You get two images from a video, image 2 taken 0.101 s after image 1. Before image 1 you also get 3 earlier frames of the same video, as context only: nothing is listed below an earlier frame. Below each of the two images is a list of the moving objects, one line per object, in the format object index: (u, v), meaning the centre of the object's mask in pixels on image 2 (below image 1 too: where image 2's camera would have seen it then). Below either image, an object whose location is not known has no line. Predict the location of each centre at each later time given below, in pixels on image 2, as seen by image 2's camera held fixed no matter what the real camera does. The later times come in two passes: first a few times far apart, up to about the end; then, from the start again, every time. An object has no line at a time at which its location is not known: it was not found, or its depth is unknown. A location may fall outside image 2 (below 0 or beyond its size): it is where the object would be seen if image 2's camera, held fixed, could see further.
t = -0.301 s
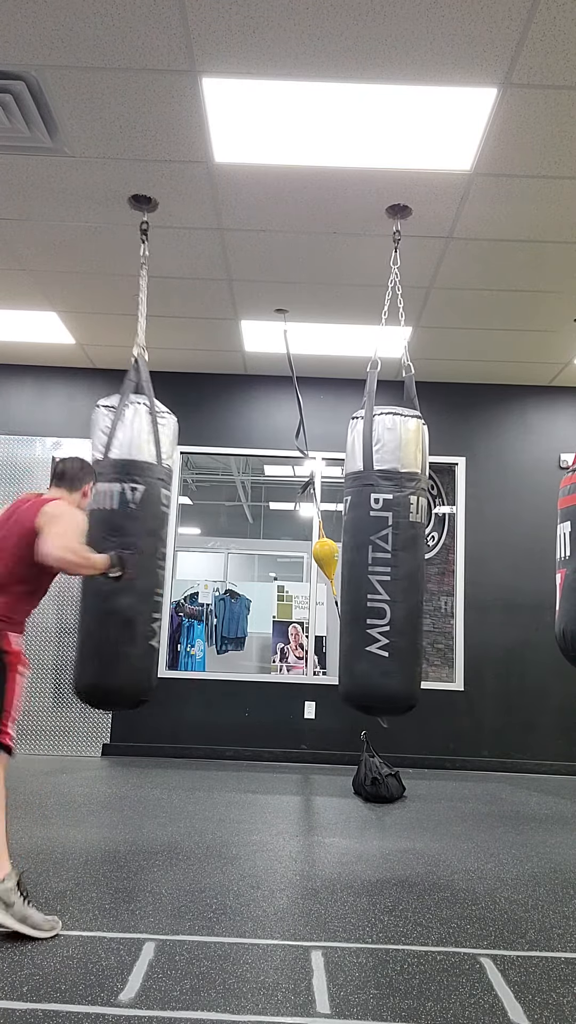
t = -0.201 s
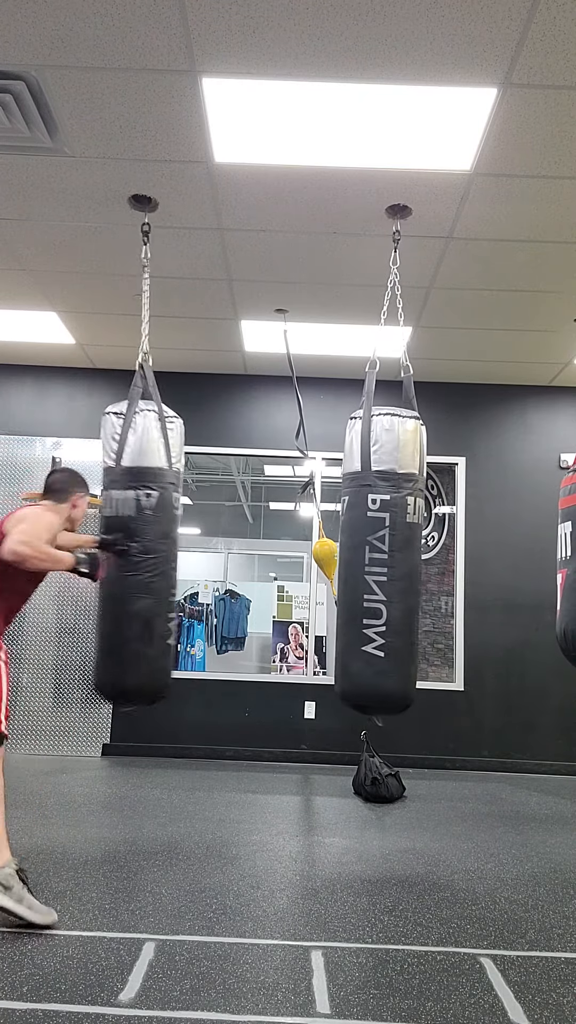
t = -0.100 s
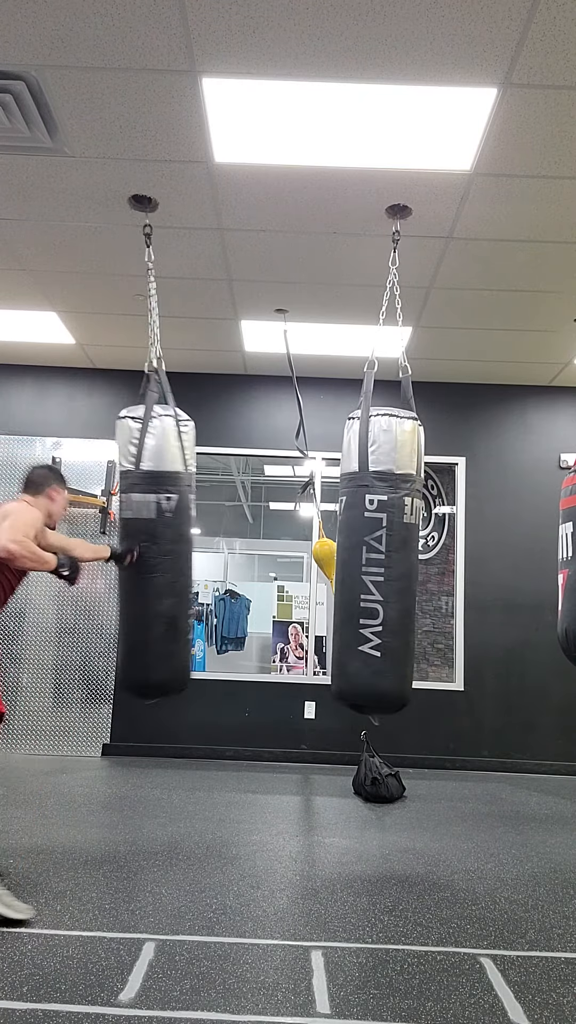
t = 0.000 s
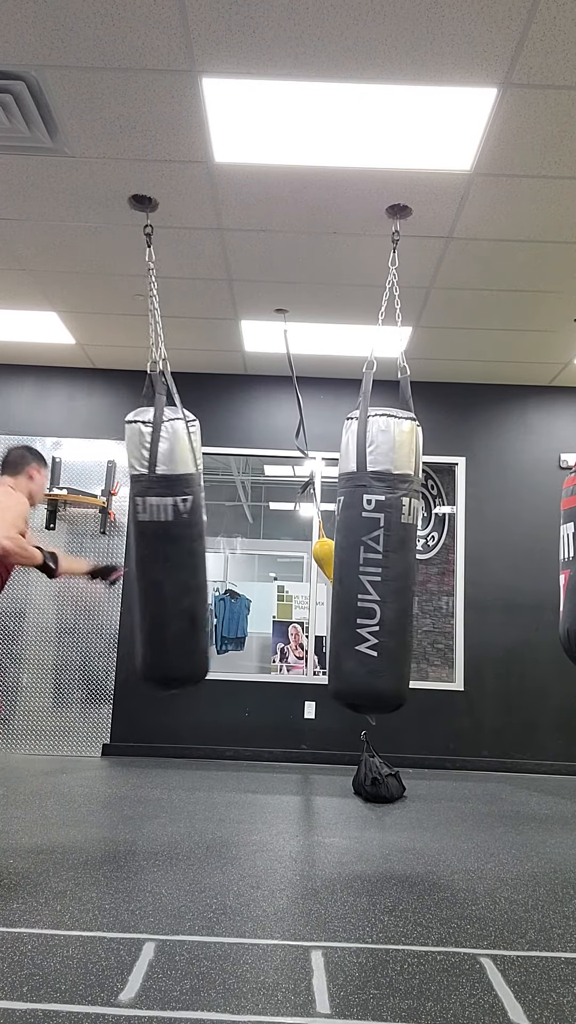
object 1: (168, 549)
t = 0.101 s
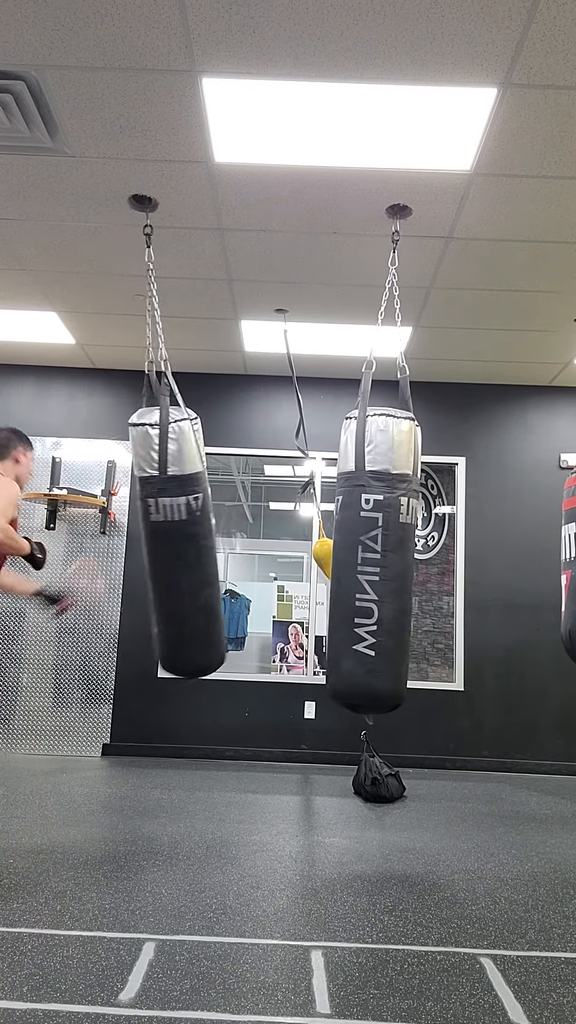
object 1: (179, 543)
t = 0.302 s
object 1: (194, 536)
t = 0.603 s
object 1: (193, 534)
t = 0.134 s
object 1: (182, 541)
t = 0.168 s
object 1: (185, 540)
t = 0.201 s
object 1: (187, 538)
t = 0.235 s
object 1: (190, 537)
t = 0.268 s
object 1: (192, 537)
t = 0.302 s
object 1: (194, 536)
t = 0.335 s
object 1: (196, 535)
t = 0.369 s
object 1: (197, 535)
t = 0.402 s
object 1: (197, 534)
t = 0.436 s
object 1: (197, 534)
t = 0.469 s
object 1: (196, 534)
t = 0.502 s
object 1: (196, 534)
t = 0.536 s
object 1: (195, 533)
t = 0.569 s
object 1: (194, 533)
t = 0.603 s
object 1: (193, 534)
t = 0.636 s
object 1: (191, 535)
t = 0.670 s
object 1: (190, 538)
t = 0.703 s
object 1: (188, 539)
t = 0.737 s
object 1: (185, 541)
